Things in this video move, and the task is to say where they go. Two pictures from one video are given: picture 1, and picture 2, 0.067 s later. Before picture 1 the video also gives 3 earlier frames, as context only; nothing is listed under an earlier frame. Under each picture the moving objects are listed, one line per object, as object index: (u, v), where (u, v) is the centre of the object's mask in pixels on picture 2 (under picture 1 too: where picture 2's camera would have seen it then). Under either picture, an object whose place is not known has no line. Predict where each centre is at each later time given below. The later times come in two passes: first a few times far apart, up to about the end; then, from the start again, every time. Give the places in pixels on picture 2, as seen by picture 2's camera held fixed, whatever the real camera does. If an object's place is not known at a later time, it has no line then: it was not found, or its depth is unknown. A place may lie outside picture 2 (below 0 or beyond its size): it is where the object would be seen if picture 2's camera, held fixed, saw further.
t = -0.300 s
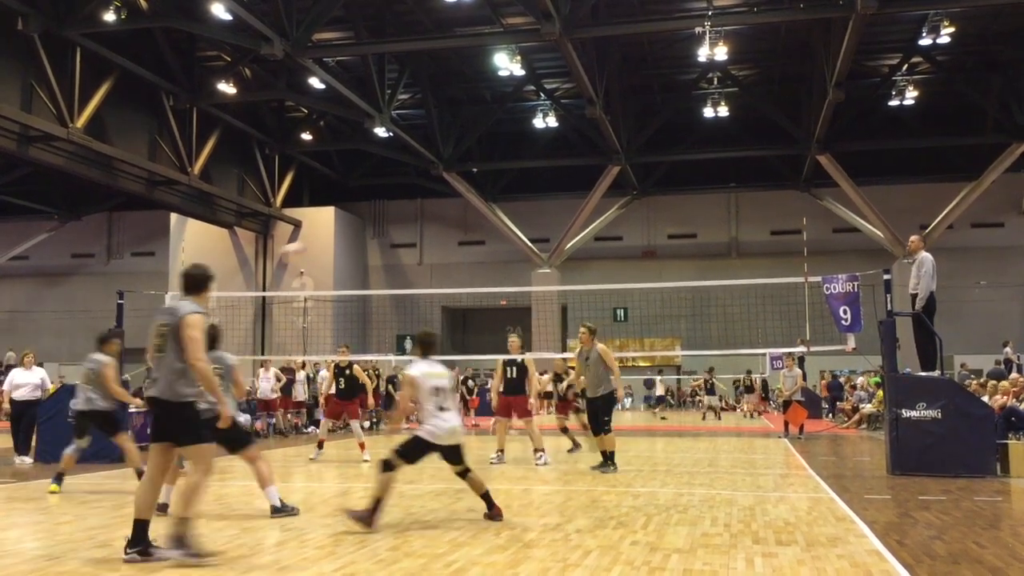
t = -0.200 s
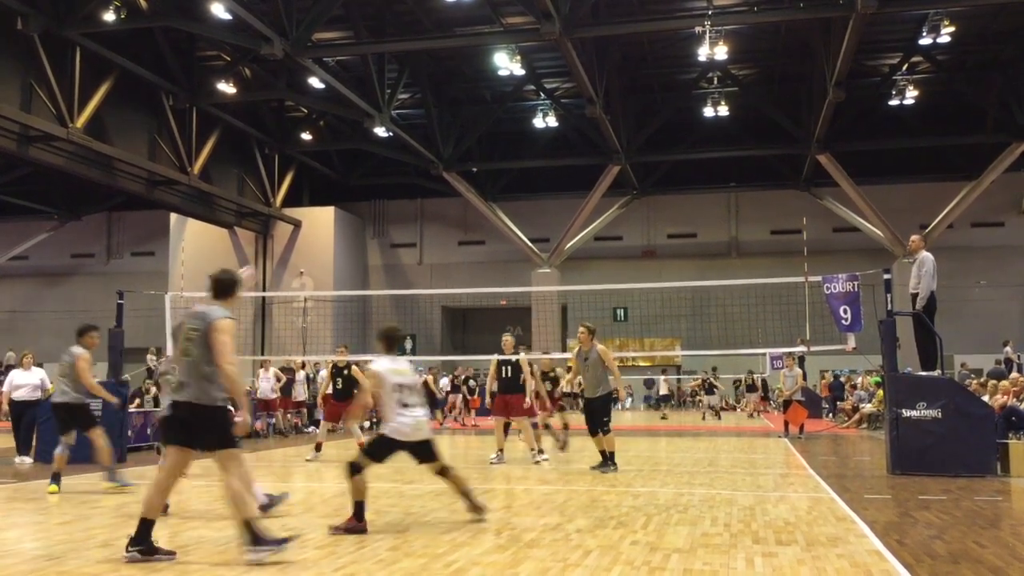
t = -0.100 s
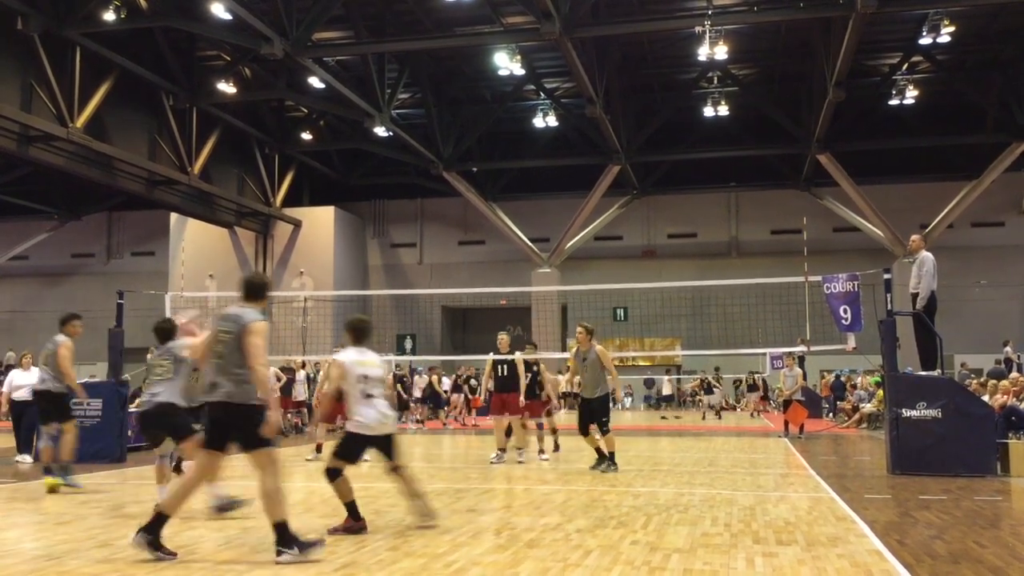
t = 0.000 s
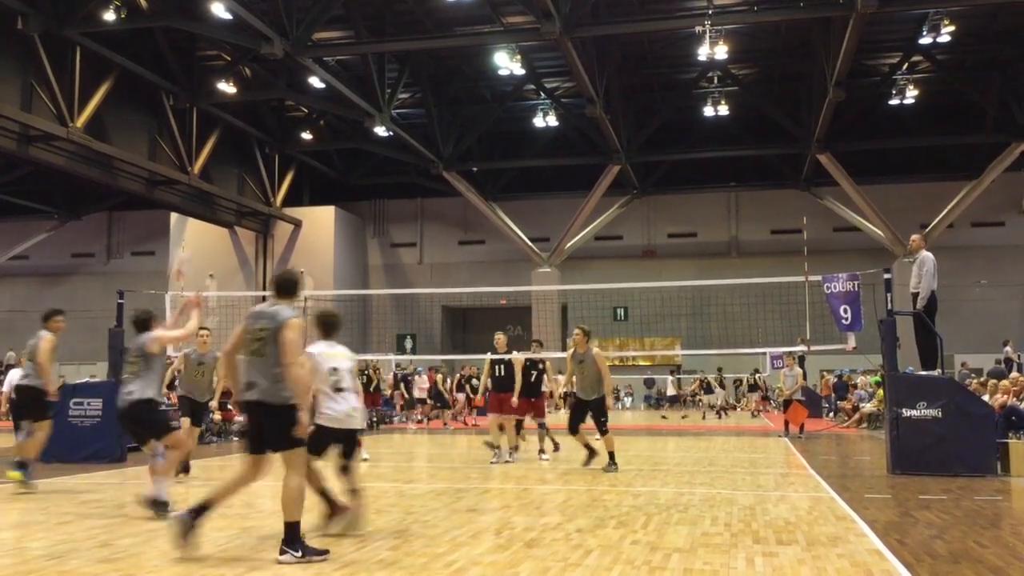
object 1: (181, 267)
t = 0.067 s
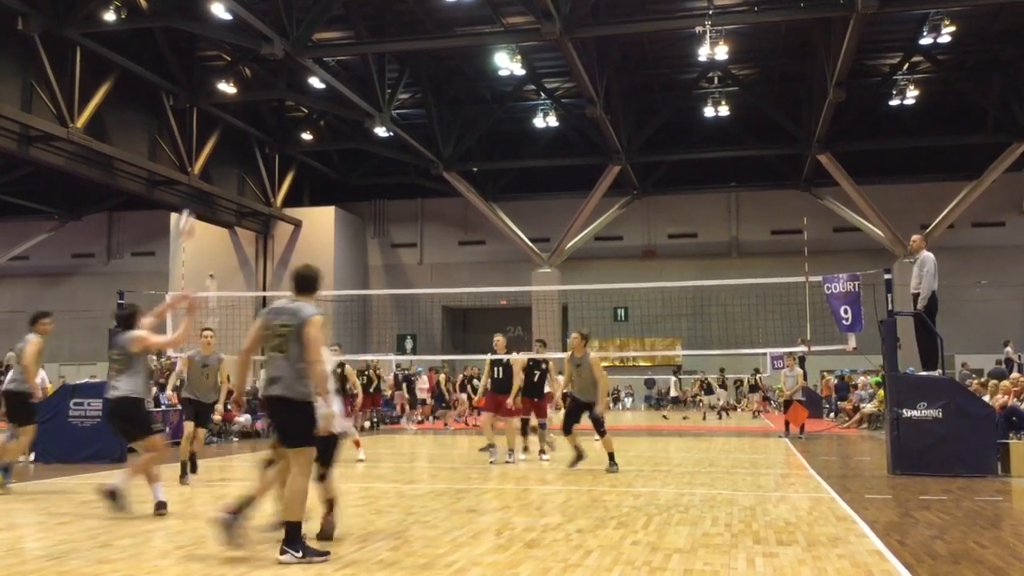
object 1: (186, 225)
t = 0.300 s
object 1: (201, 132)
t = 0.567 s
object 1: (216, 98)
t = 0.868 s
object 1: (228, 130)
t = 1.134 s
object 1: (236, 212)
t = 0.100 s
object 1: (188, 205)
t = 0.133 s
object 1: (189, 192)
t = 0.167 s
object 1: (191, 178)
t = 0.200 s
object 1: (194, 164)
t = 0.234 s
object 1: (195, 154)
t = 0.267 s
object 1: (198, 141)
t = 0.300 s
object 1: (201, 132)
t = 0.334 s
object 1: (203, 124)
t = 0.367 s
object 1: (205, 118)
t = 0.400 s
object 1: (207, 111)
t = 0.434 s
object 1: (209, 106)
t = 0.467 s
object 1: (211, 103)
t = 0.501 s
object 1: (212, 100)
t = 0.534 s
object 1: (214, 98)
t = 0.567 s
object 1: (216, 98)
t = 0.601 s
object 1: (217, 98)
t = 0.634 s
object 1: (219, 99)
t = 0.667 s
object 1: (220, 101)
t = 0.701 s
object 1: (221, 104)
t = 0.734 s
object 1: (223, 107)
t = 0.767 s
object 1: (224, 112)
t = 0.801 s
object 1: (225, 117)
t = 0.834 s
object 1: (227, 123)
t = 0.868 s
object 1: (228, 130)
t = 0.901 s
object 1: (229, 139)
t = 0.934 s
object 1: (231, 147)
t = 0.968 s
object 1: (232, 156)
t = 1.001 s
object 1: (232, 166)
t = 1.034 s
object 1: (234, 177)
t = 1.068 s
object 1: (235, 188)
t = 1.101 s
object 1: (235, 200)
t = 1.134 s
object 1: (236, 212)
